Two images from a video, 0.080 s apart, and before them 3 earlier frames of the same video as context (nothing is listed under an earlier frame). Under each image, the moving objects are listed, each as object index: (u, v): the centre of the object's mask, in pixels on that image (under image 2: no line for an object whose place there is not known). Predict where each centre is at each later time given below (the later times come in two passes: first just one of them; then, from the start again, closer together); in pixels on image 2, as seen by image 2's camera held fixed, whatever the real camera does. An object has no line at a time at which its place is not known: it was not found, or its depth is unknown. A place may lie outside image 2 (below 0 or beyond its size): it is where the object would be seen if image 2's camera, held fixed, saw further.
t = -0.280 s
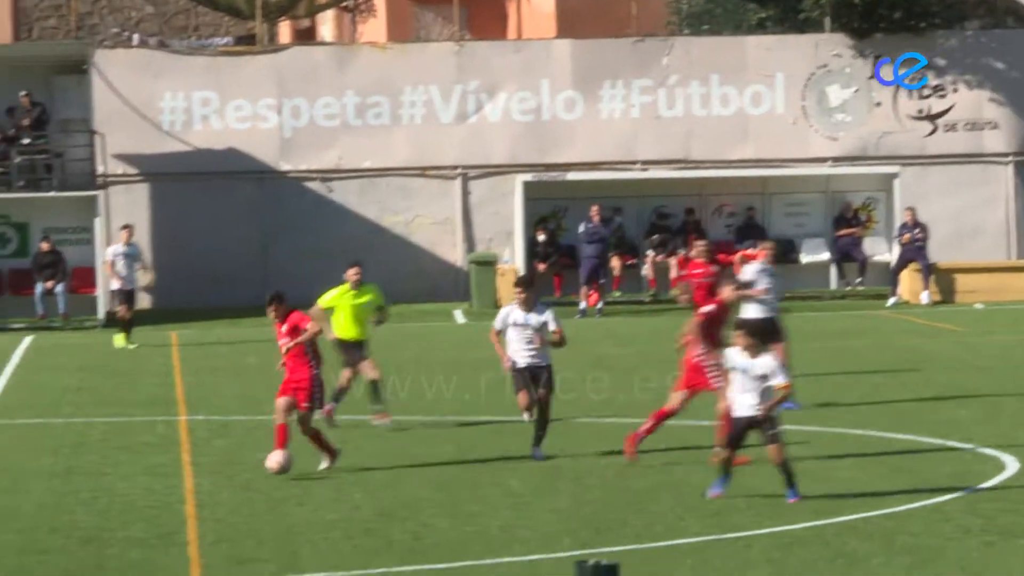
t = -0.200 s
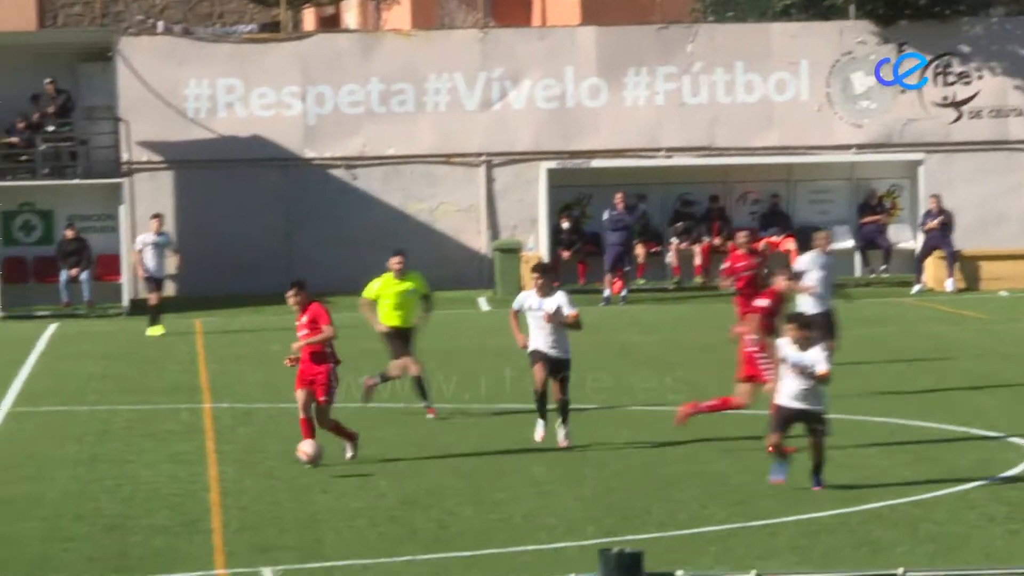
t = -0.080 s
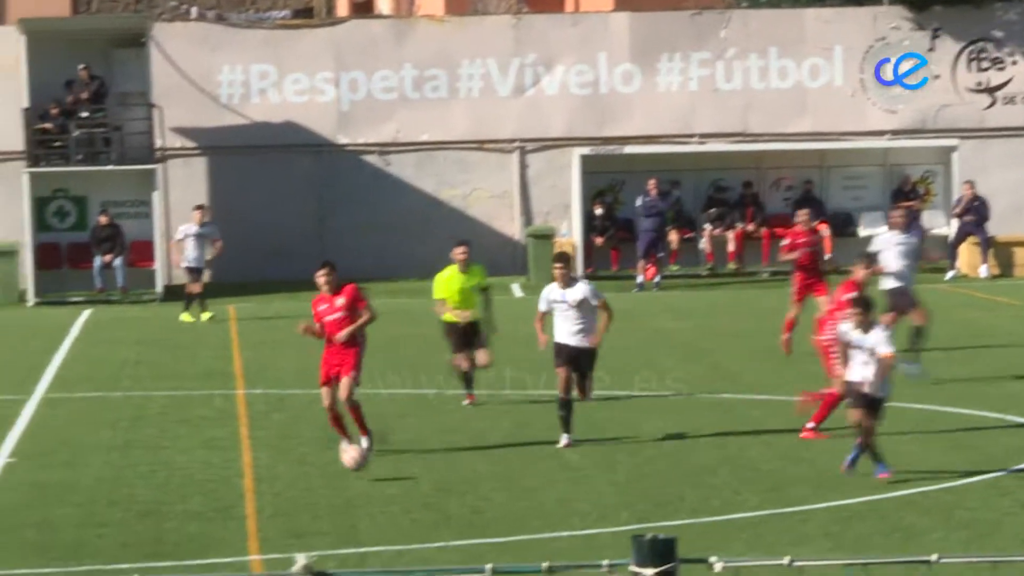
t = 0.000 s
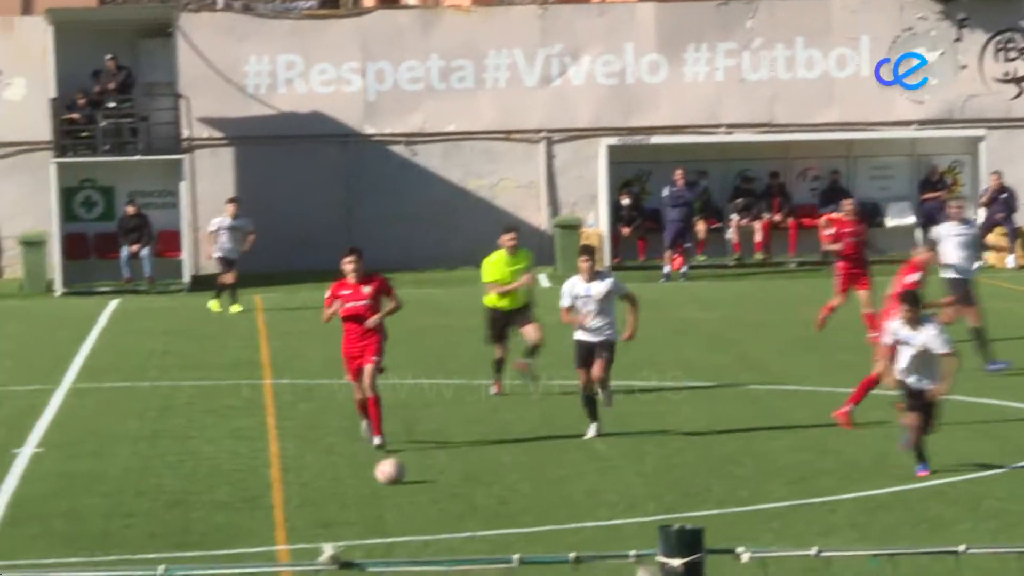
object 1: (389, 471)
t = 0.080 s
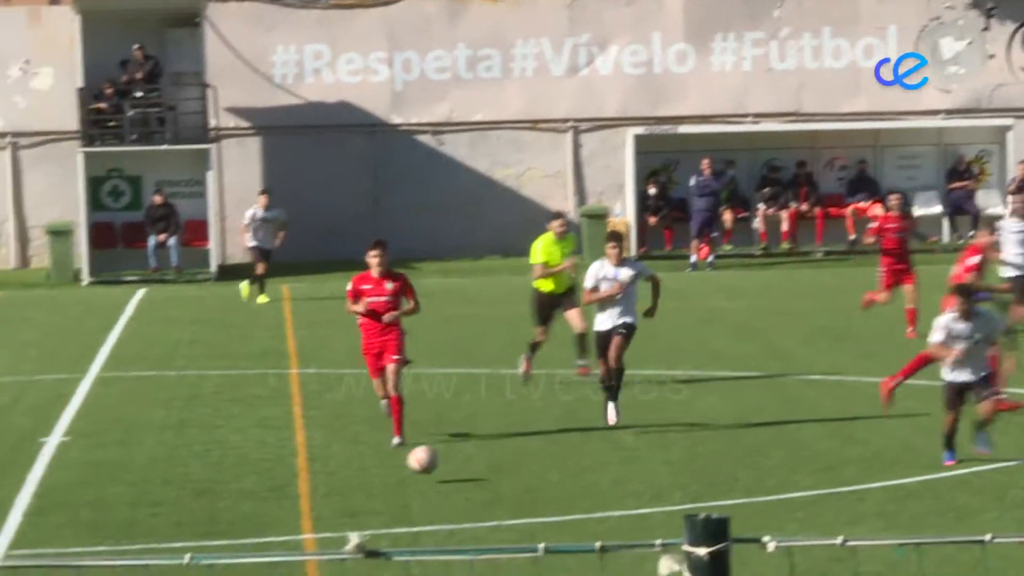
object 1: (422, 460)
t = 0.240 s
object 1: (435, 487)
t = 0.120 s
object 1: (425, 462)
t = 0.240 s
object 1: (435, 487)
